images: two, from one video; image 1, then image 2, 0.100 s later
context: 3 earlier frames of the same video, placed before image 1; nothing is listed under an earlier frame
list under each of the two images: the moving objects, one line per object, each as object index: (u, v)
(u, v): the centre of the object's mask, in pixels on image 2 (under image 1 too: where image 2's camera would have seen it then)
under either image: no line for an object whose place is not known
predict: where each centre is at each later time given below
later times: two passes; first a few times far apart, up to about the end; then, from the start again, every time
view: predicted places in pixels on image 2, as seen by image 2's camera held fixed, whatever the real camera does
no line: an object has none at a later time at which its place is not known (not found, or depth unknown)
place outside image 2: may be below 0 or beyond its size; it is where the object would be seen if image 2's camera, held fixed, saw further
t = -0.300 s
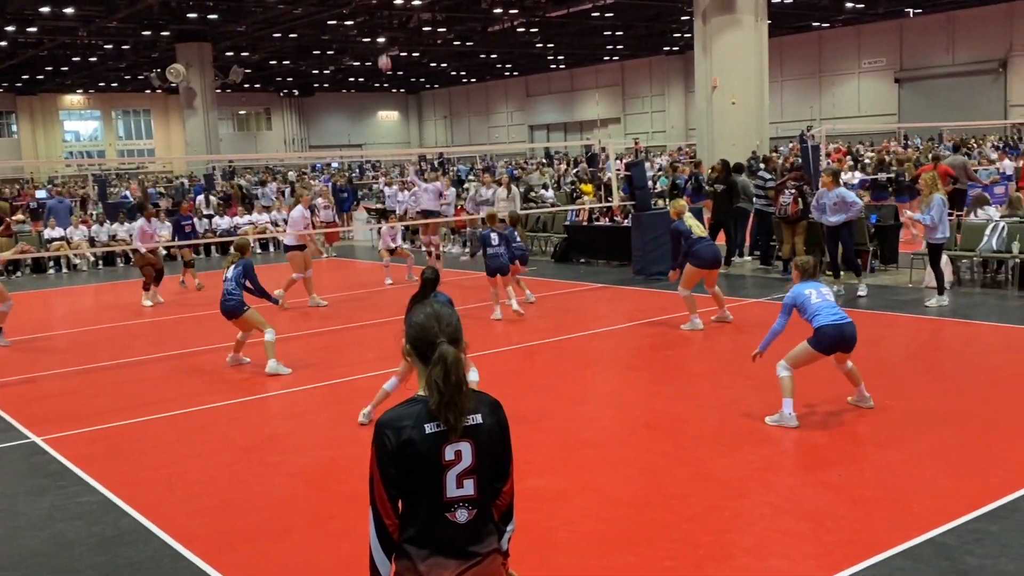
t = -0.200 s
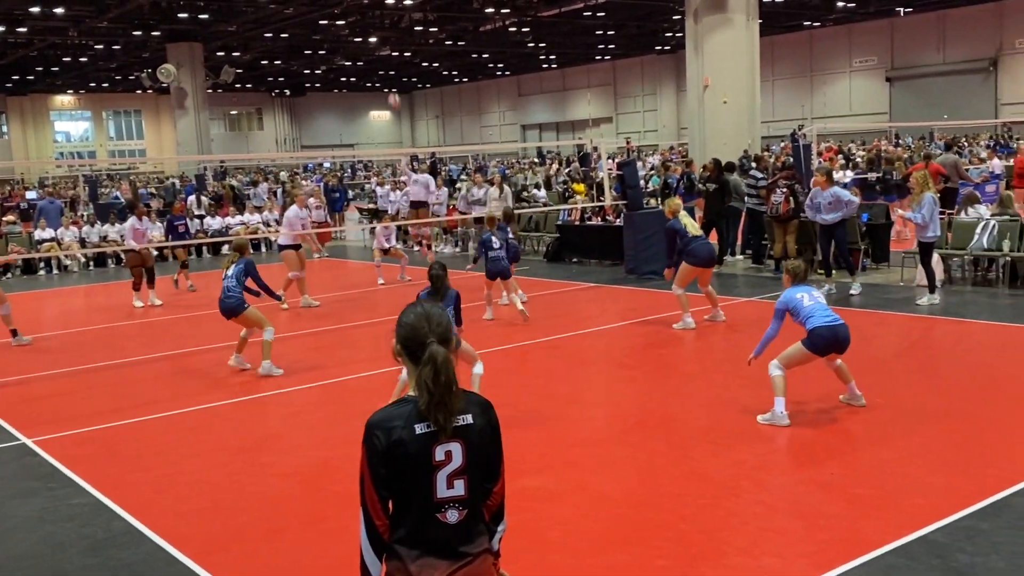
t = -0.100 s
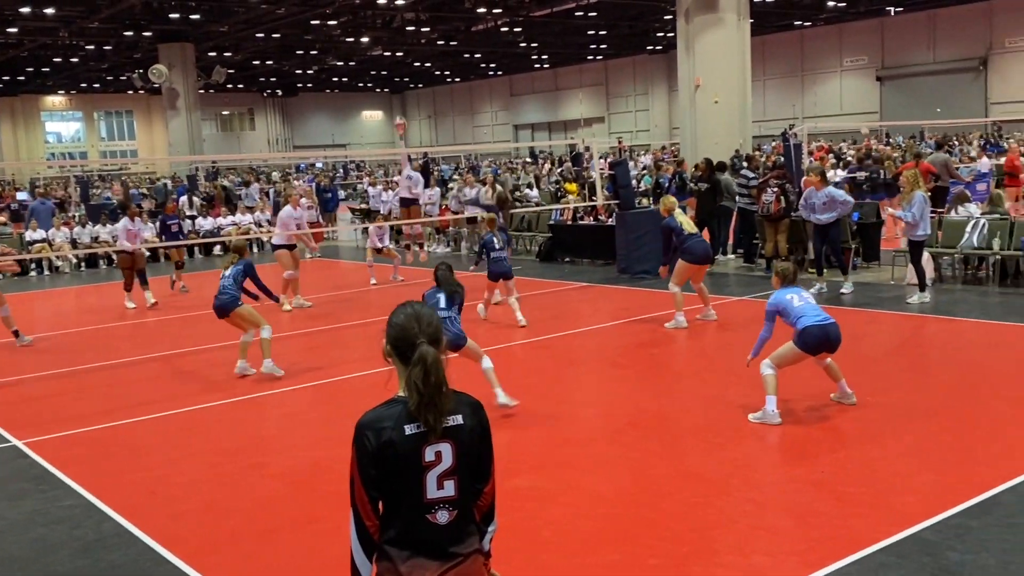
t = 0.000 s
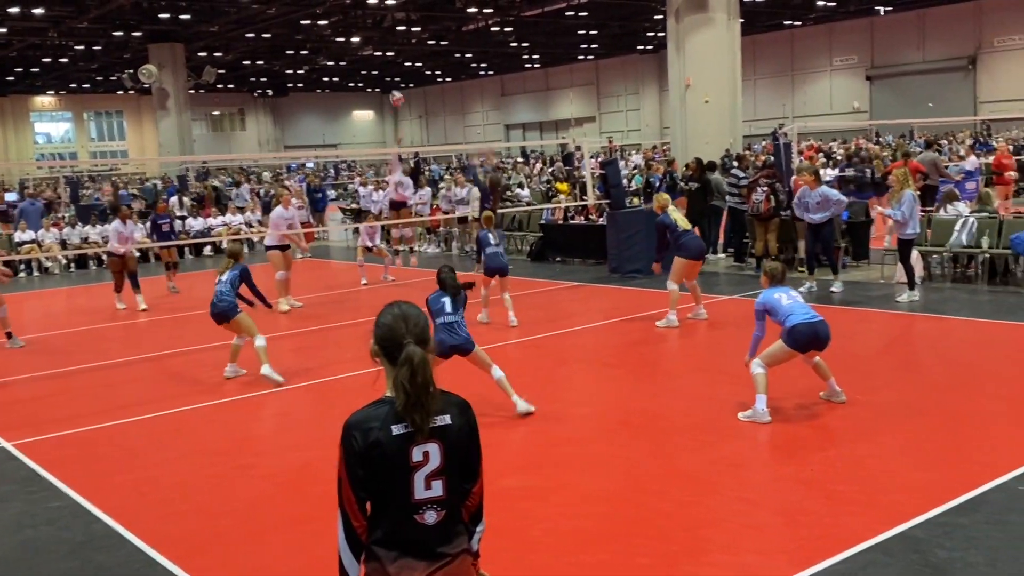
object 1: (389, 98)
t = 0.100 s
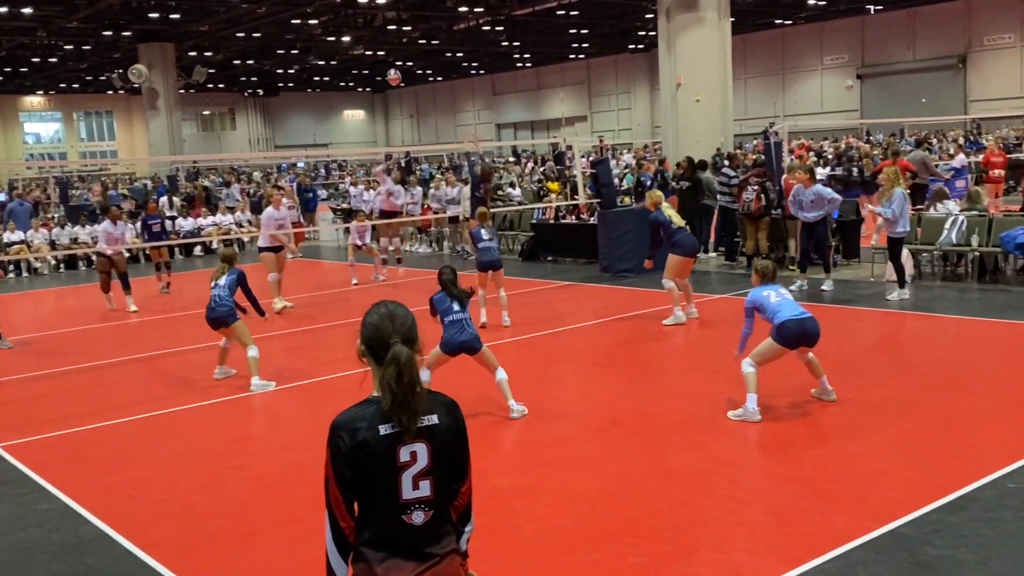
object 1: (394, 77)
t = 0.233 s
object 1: (401, 59)
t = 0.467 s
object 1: (420, 58)
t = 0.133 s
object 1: (395, 71)
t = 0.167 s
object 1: (397, 66)
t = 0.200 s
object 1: (399, 63)
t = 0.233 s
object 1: (401, 59)
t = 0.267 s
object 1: (404, 56)
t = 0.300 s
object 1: (406, 55)
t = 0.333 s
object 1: (409, 53)
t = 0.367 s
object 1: (411, 53)
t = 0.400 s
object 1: (414, 54)
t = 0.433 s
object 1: (417, 55)
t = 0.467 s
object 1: (420, 58)
